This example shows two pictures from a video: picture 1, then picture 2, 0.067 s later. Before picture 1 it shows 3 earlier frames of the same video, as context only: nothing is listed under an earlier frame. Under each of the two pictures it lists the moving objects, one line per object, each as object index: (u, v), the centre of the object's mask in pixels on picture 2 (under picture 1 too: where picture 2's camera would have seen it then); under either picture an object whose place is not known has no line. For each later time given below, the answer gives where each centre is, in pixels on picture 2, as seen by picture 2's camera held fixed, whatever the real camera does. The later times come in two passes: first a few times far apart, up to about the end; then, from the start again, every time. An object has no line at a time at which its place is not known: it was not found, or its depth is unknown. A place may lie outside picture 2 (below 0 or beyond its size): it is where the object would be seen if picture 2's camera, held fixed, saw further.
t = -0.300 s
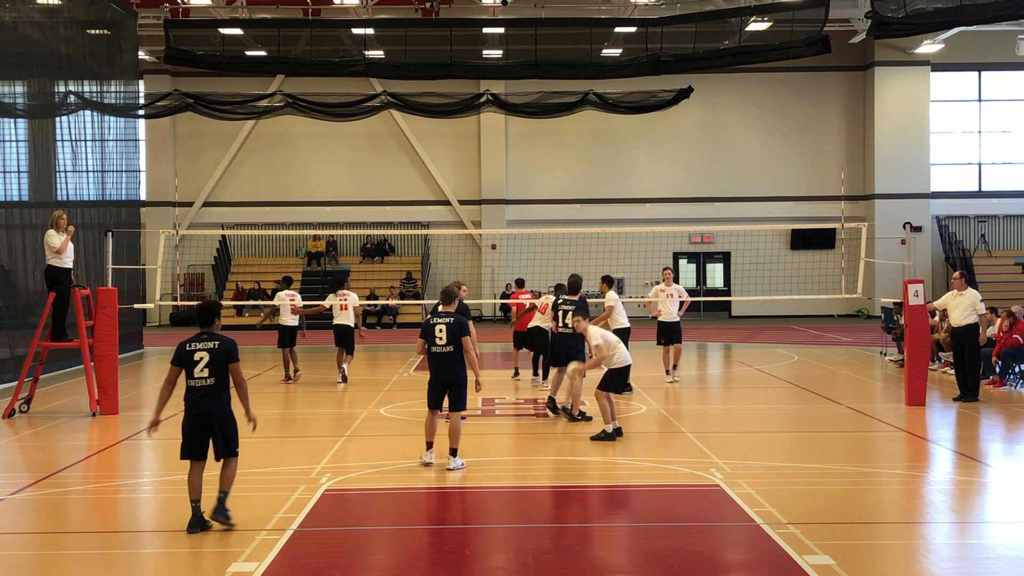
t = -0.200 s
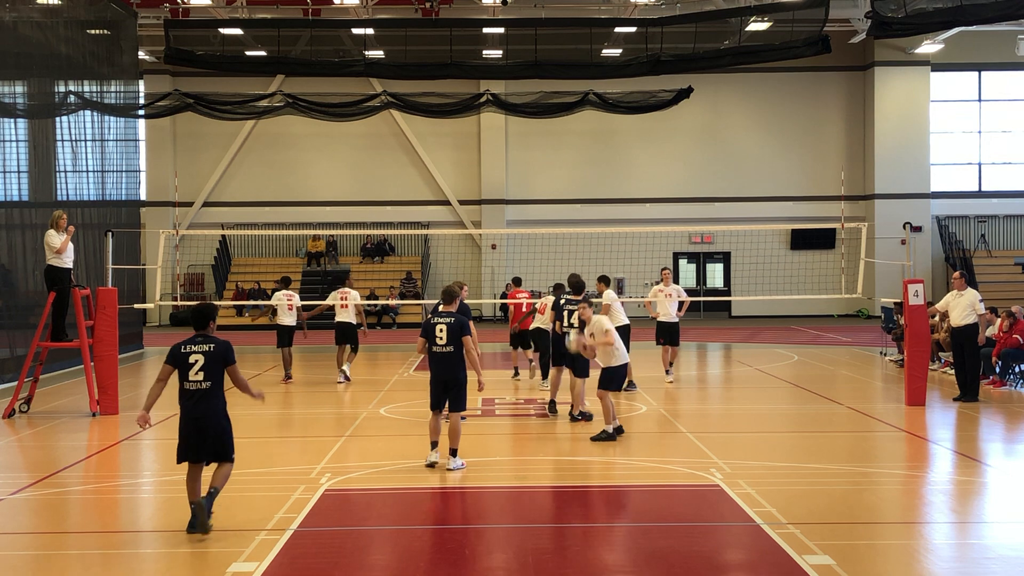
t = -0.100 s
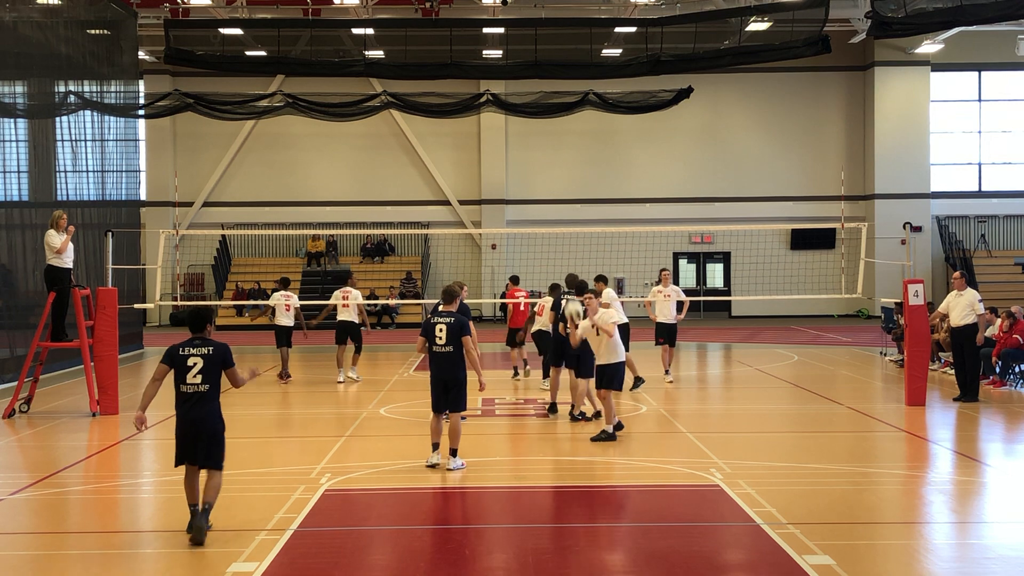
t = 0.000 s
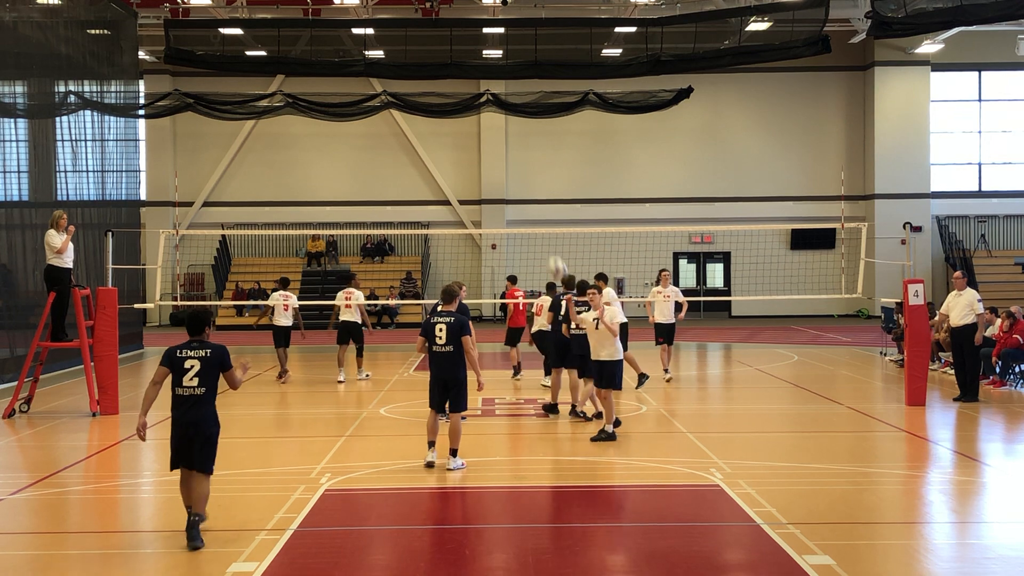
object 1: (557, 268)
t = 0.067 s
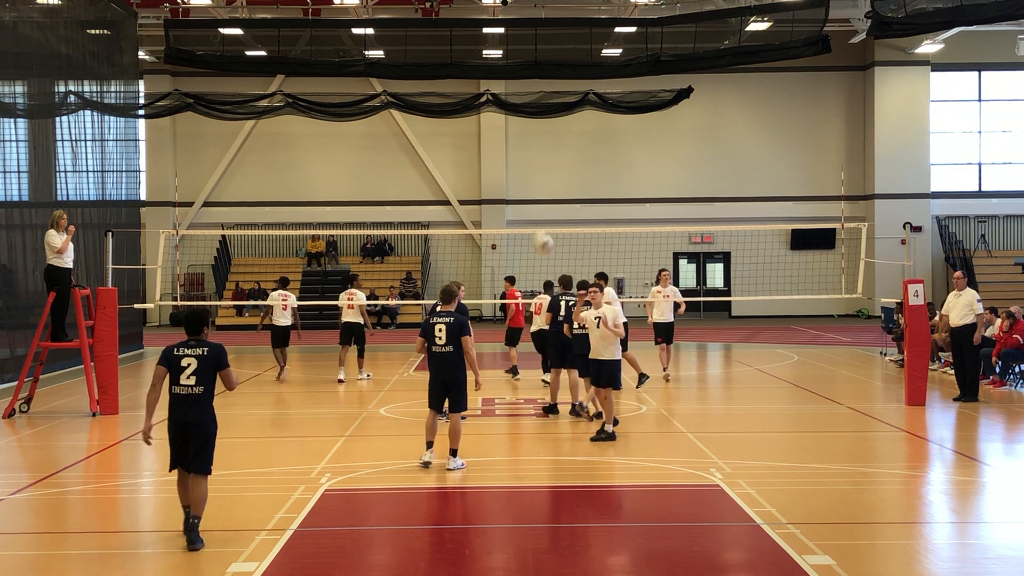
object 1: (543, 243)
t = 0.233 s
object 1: (508, 194)
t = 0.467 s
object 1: (454, 164)
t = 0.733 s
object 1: (386, 199)
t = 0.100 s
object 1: (536, 232)
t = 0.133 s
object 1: (529, 221)
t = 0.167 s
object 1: (522, 212)
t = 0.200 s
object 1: (515, 202)
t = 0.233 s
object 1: (508, 194)
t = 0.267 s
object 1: (501, 187)
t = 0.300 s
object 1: (493, 181)
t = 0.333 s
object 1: (485, 175)
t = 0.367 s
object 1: (478, 170)
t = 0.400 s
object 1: (470, 168)
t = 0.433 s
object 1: (462, 165)
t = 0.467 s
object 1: (454, 164)
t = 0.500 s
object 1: (446, 164)
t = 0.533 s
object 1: (438, 165)
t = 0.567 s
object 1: (430, 168)
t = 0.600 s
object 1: (421, 172)
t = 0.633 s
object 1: (412, 177)
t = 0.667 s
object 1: (404, 183)
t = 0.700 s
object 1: (395, 191)
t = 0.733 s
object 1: (386, 199)
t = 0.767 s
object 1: (378, 209)
